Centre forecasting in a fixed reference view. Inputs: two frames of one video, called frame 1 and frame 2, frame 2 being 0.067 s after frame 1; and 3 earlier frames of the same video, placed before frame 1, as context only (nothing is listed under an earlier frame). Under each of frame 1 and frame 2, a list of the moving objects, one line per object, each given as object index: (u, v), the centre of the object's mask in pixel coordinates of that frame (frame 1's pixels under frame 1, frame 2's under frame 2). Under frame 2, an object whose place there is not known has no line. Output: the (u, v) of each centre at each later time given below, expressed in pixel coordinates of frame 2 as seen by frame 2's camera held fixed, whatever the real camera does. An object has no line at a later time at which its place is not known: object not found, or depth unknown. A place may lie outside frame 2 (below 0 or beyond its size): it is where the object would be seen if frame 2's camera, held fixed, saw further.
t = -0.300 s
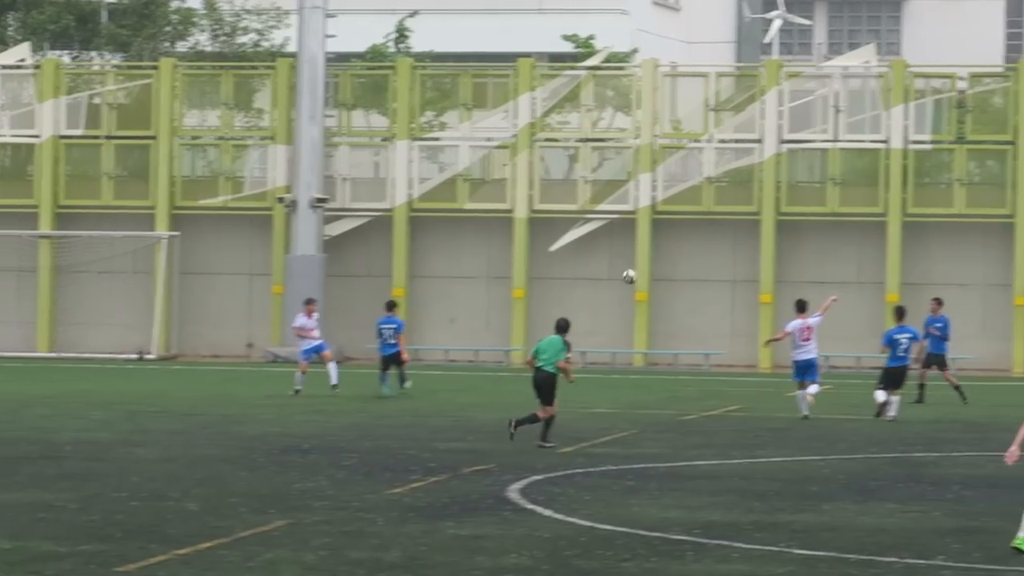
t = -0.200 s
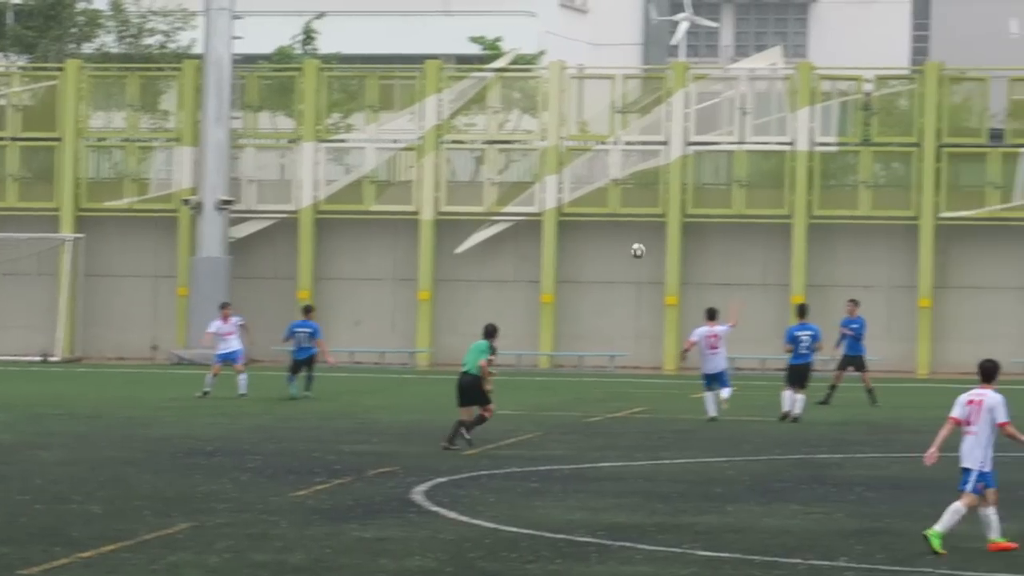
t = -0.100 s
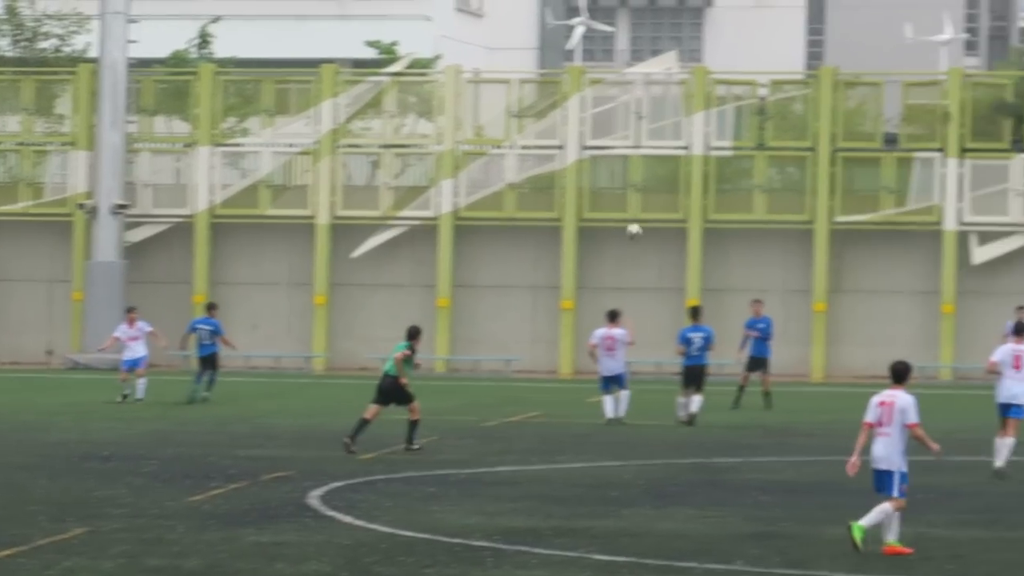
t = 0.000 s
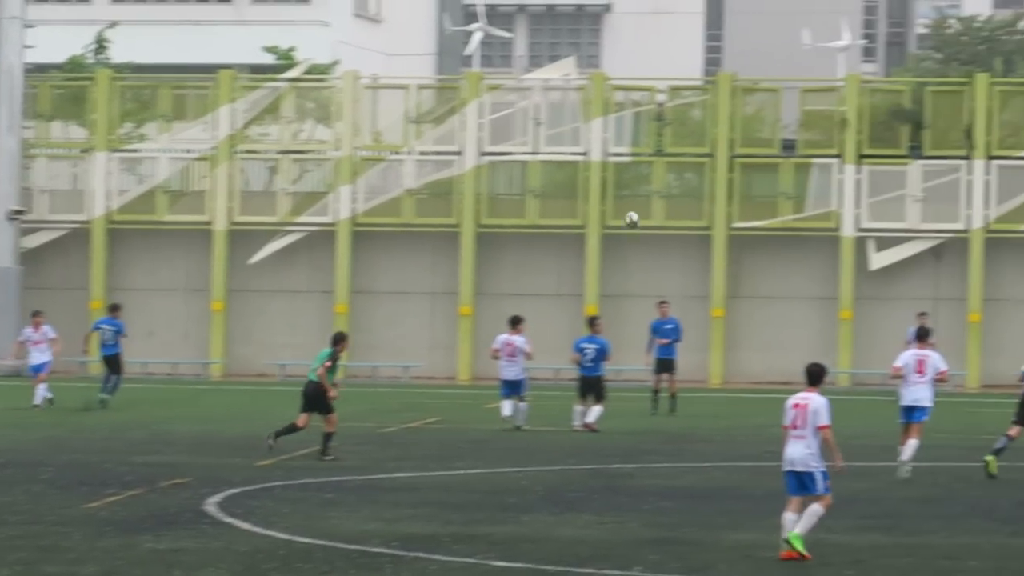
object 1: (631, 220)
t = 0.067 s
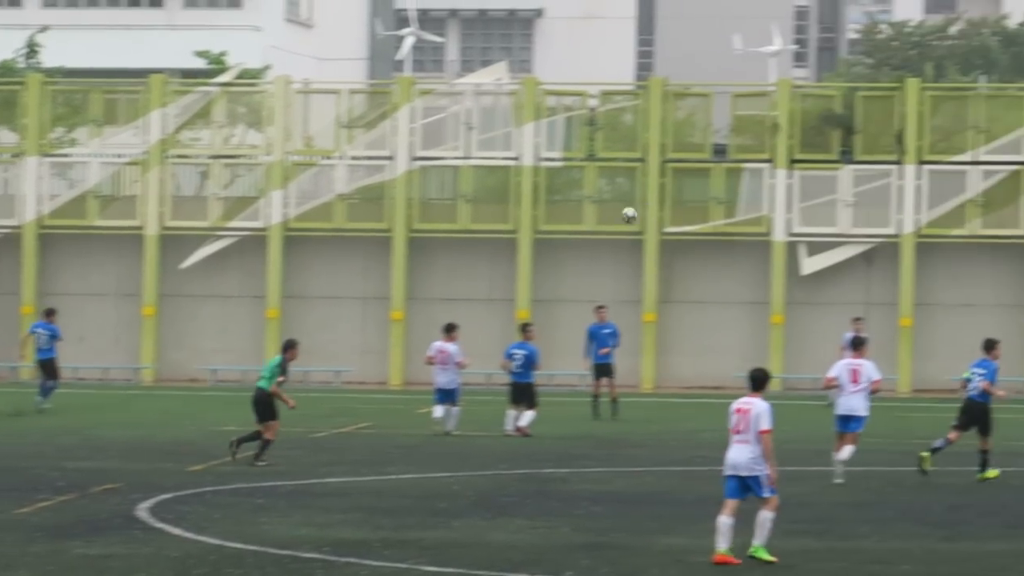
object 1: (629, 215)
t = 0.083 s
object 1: (645, 213)
